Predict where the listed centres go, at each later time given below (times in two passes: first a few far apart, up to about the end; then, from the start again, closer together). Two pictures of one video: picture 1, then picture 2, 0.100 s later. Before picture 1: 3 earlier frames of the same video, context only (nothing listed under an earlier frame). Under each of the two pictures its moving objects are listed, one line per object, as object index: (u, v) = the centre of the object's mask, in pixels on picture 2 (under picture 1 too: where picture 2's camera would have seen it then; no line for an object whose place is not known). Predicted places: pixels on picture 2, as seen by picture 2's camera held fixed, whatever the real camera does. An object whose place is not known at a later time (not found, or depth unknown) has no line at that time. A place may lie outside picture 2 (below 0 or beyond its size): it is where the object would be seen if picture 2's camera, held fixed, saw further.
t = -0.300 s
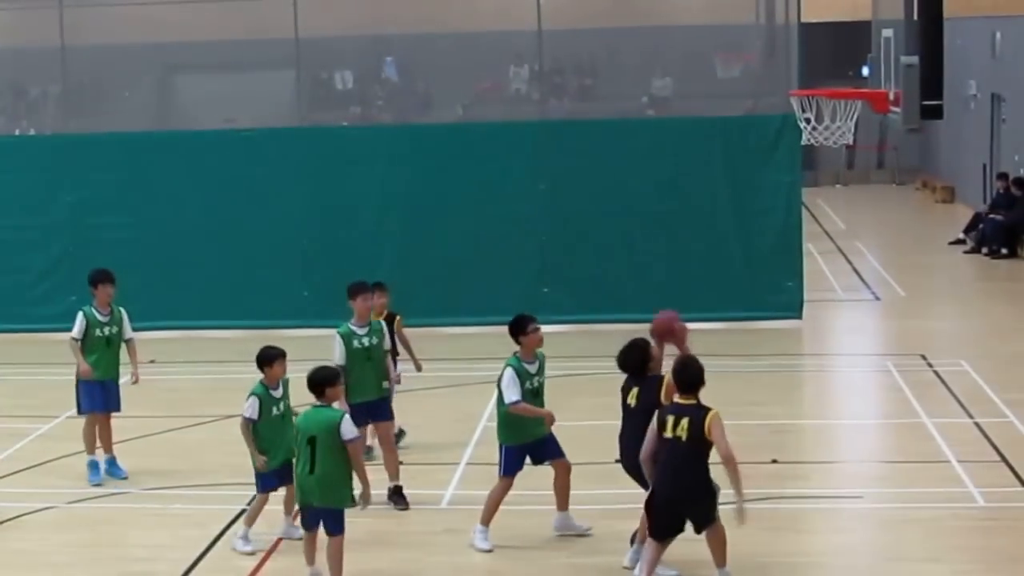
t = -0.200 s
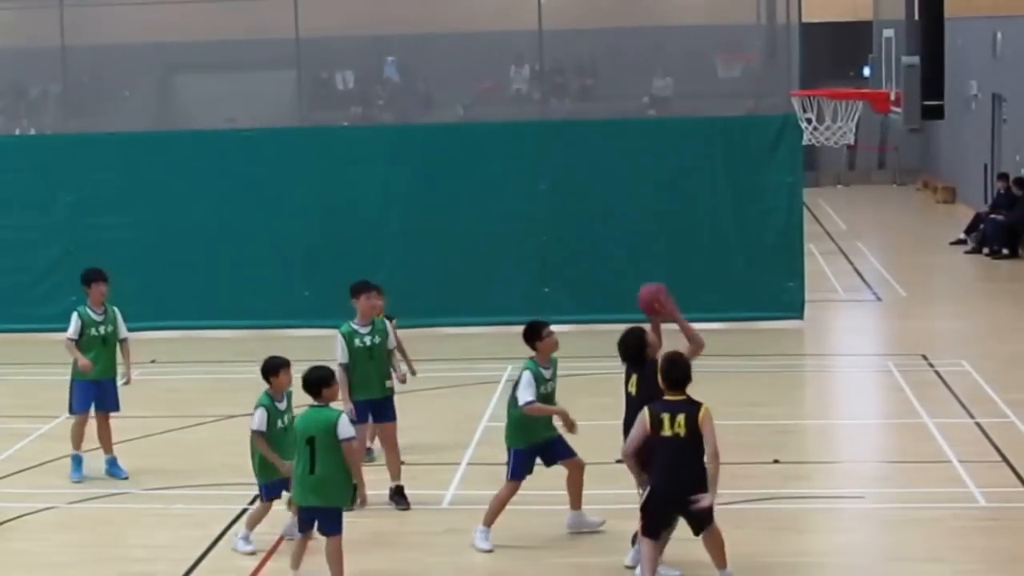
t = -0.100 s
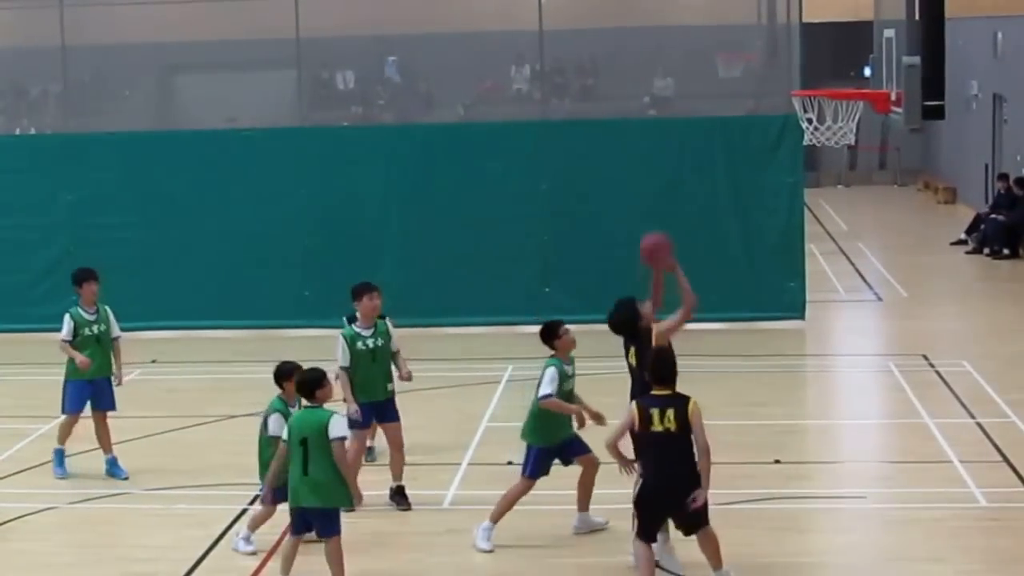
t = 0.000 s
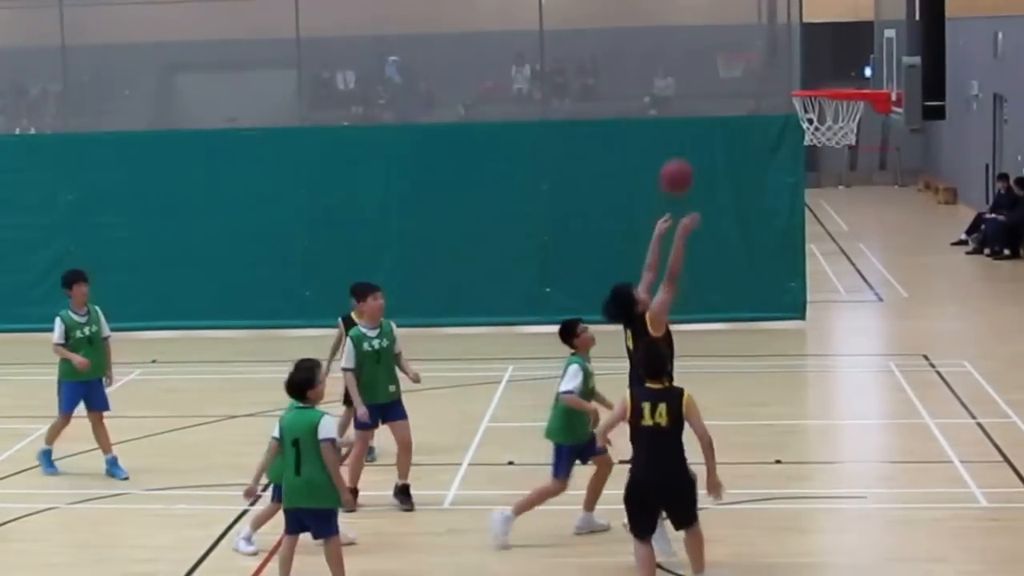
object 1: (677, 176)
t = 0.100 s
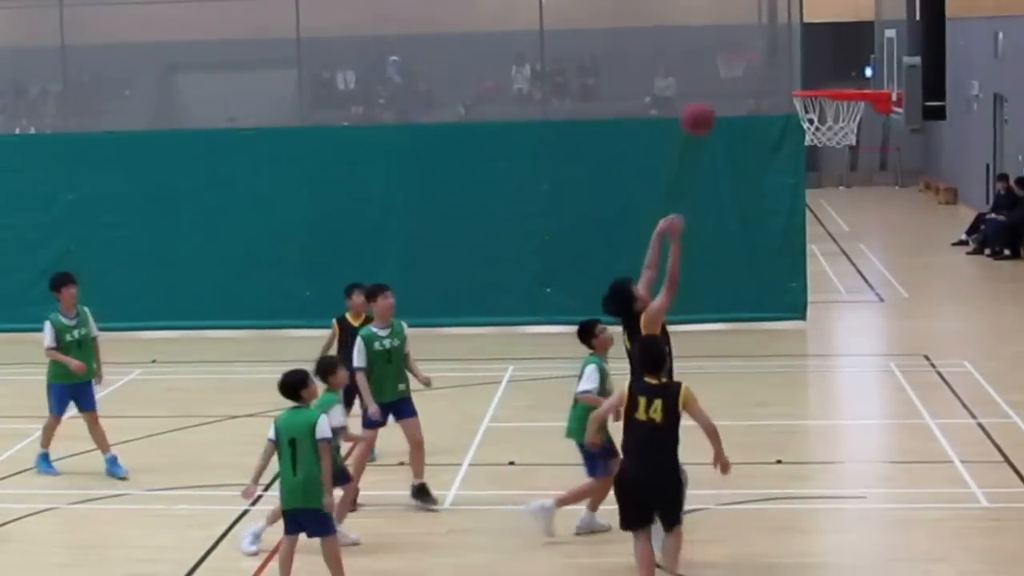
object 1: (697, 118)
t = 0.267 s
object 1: (732, 54)
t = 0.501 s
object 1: (777, 34)
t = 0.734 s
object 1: (828, 84)
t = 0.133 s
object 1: (705, 101)
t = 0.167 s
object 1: (711, 87)
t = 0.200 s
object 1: (718, 74)
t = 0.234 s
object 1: (725, 63)
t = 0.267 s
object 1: (732, 54)
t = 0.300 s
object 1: (738, 46)
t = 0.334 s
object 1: (745, 40)
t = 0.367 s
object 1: (751, 36)
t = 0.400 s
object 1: (758, 34)
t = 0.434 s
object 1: (764, 33)
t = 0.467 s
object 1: (771, 32)
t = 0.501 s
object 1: (777, 34)
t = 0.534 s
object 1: (783, 38)
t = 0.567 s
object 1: (791, 42)
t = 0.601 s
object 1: (798, 49)
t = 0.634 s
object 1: (806, 58)
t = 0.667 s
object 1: (815, 67)
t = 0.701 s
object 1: (821, 77)
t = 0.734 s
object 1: (828, 84)
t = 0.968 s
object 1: (867, 211)
